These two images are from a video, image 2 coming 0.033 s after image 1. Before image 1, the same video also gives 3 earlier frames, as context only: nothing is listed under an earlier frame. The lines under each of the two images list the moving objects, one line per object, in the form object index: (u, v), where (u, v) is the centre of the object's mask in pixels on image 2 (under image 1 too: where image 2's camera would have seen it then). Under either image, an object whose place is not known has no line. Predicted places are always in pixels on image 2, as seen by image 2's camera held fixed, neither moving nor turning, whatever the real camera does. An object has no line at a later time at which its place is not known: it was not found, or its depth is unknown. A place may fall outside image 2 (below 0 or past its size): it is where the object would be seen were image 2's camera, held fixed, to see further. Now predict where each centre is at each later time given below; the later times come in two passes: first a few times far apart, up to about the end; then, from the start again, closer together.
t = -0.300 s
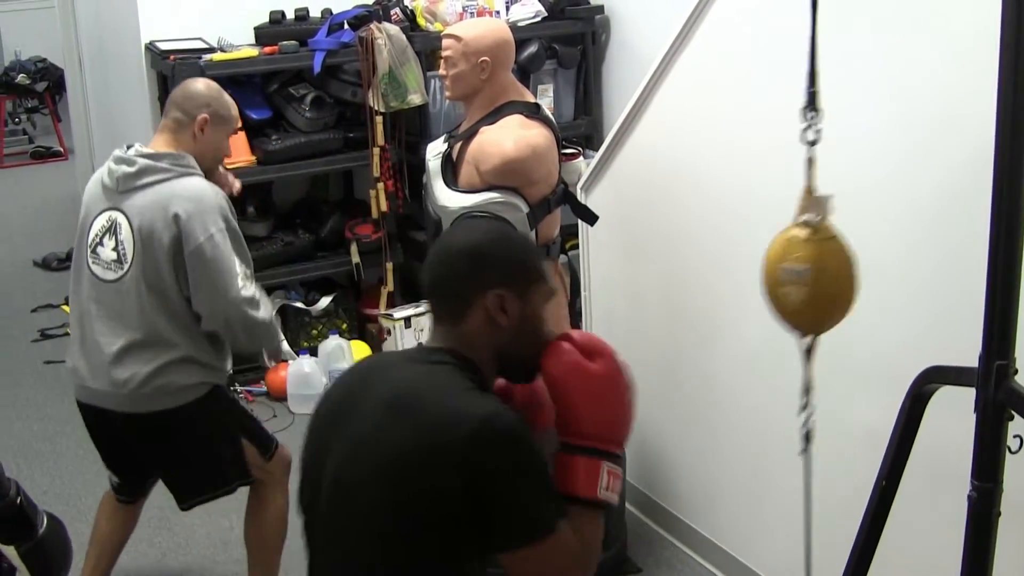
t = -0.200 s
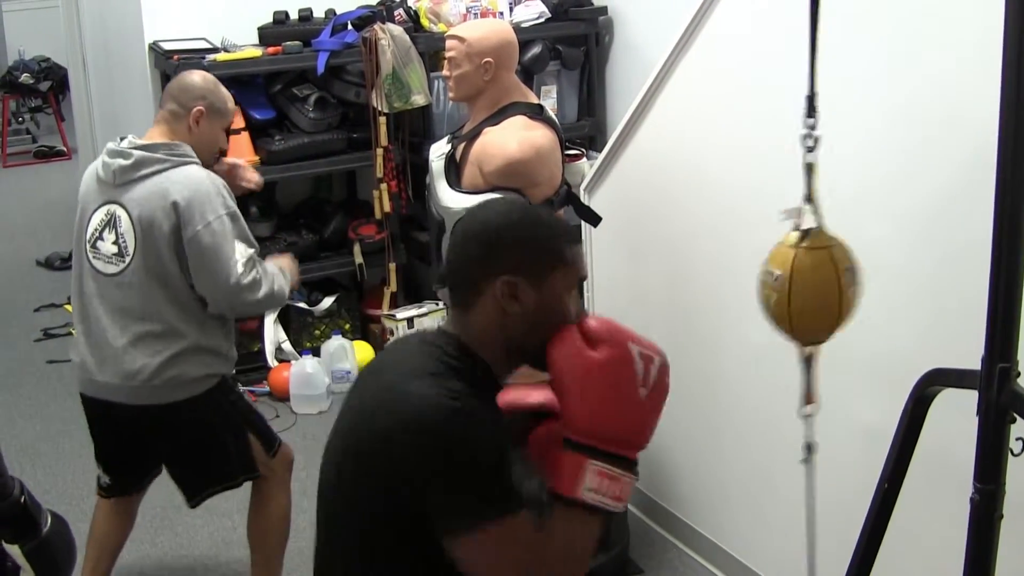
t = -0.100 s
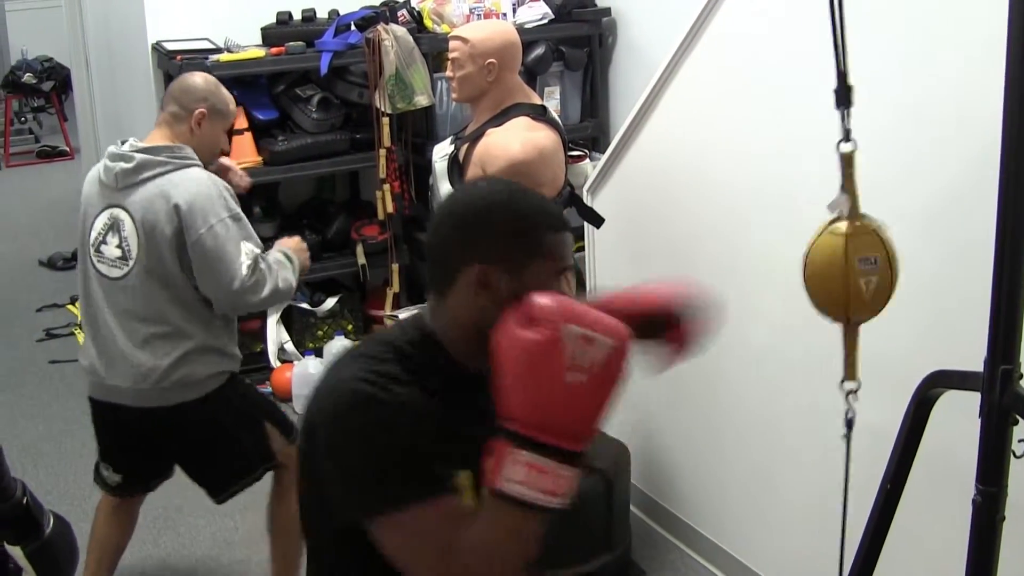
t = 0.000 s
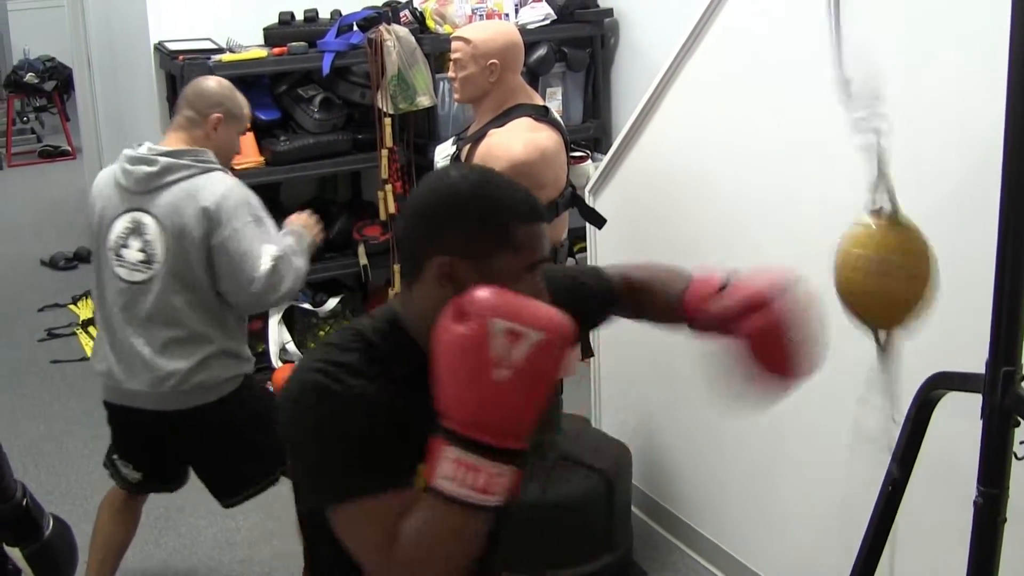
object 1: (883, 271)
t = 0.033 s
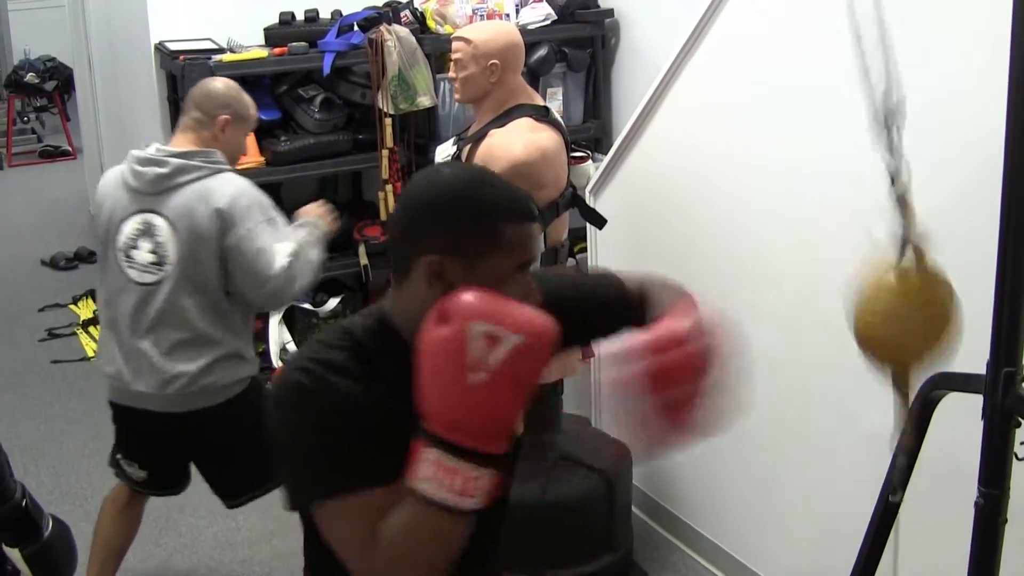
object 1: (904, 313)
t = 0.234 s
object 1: (779, 238)
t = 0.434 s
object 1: (824, 298)
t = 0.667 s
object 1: (892, 301)
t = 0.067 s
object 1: (890, 321)
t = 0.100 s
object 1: (840, 300)
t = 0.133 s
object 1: (811, 275)
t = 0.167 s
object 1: (772, 265)
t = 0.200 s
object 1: (769, 252)
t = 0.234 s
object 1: (779, 238)
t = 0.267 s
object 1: (817, 262)
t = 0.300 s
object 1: (854, 284)
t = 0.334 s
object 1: (896, 300)
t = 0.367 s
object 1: (898, 298)
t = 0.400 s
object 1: (870, 308)
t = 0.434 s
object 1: (824, 298)
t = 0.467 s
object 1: (787, 283)
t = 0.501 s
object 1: (769, 259)
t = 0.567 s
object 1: (793, 253)
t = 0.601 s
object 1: (827, 263)
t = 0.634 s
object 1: (864, 280)
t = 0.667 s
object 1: (892, 301)
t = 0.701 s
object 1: (892, 297)
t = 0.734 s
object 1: (860, 303)
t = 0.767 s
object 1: (820, 296)
